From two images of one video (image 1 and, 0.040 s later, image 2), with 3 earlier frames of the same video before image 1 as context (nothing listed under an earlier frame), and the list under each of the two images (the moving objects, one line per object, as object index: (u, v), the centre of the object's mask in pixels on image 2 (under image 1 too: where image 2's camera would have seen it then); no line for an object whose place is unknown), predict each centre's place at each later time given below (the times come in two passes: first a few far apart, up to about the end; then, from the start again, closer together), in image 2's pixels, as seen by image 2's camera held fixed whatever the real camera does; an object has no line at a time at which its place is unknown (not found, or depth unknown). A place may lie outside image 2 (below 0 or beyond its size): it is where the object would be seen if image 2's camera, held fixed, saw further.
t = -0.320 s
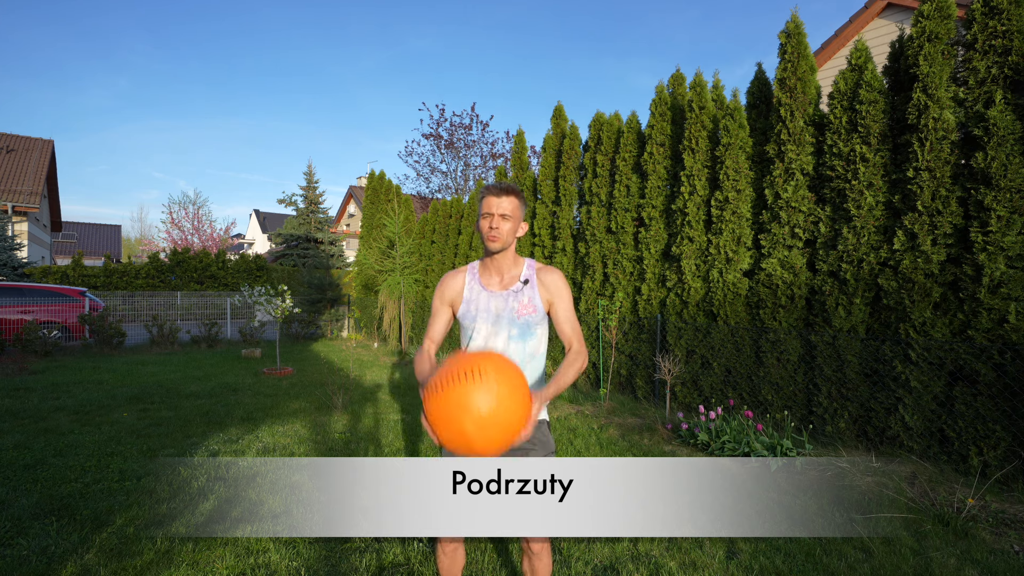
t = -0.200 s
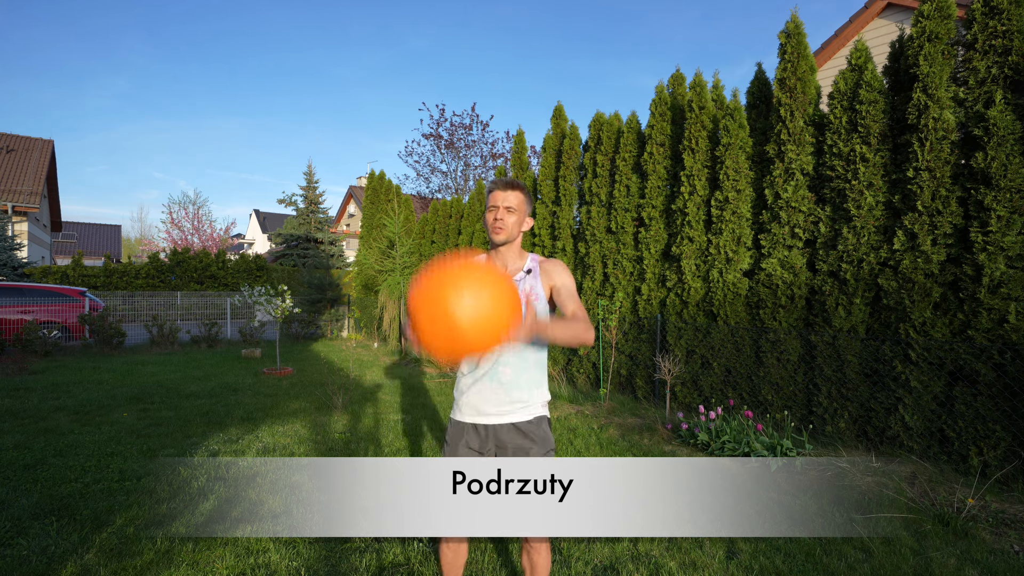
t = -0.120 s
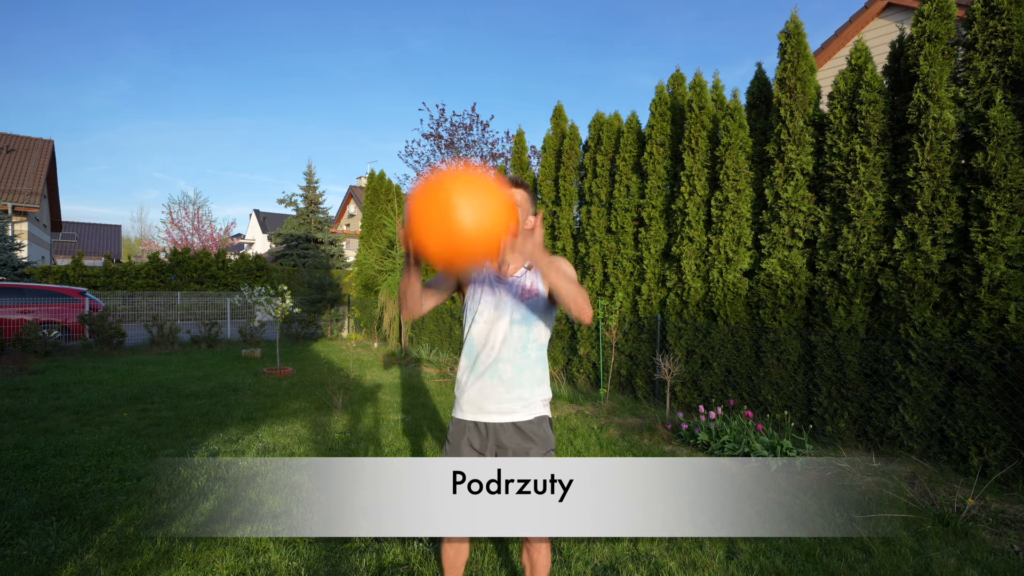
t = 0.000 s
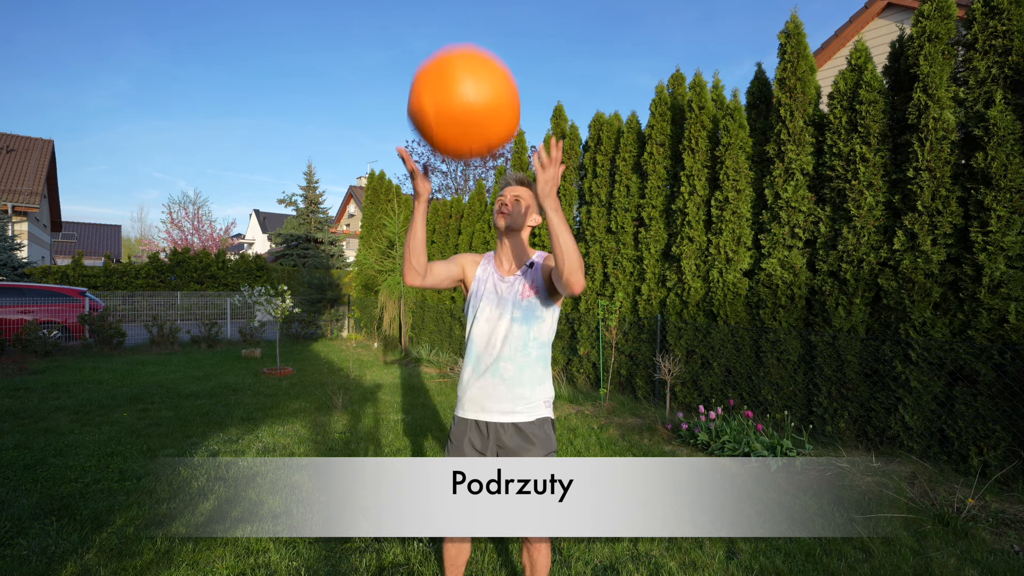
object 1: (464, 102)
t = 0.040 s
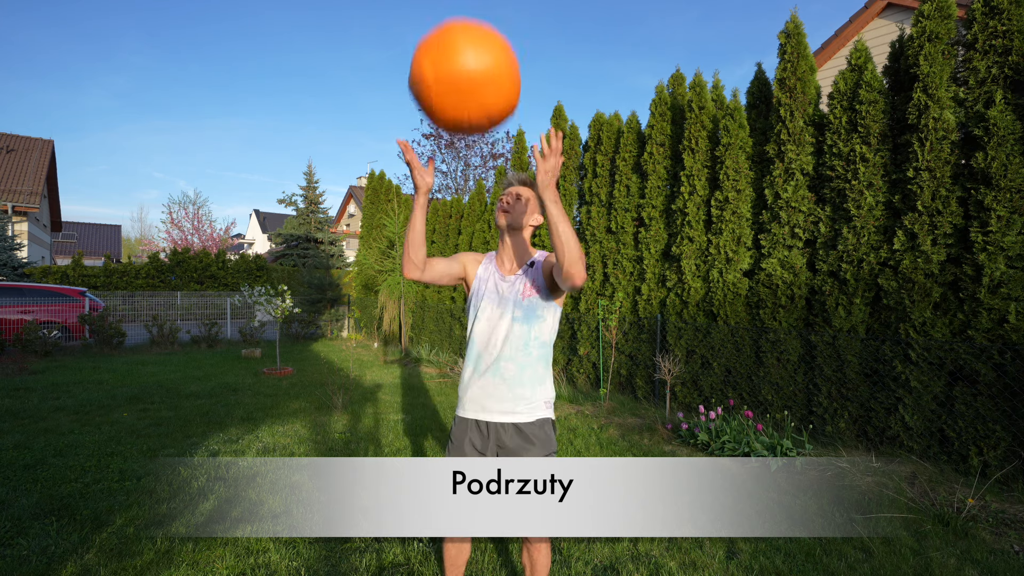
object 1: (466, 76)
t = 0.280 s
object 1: (469, 38)
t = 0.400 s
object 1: (469, 64)
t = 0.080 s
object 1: (466, 56)
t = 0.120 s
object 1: (467, 46)
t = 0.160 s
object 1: (467, 40)
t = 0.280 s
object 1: (469, 38)
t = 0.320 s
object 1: (469, 42)
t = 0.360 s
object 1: (469, 50)
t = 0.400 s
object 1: (469, 64)
